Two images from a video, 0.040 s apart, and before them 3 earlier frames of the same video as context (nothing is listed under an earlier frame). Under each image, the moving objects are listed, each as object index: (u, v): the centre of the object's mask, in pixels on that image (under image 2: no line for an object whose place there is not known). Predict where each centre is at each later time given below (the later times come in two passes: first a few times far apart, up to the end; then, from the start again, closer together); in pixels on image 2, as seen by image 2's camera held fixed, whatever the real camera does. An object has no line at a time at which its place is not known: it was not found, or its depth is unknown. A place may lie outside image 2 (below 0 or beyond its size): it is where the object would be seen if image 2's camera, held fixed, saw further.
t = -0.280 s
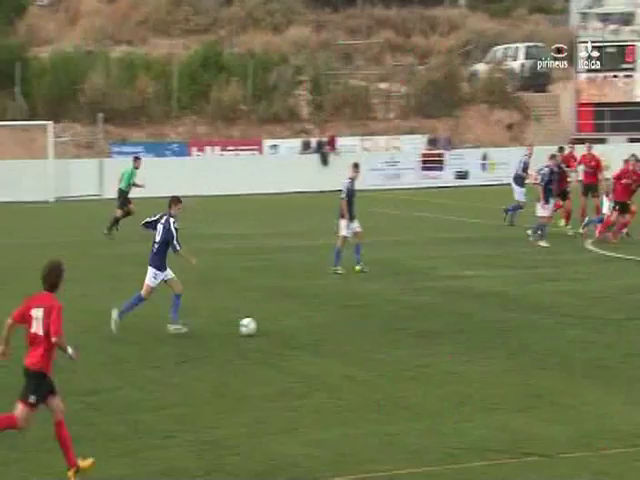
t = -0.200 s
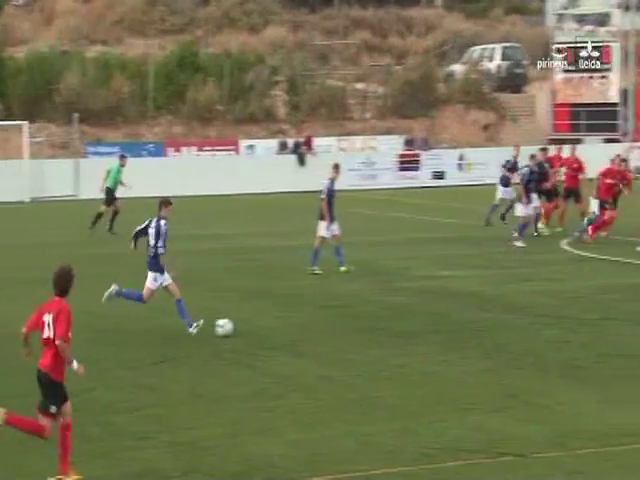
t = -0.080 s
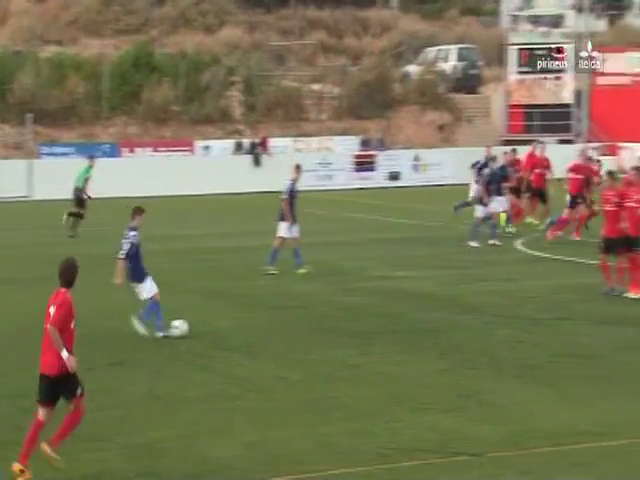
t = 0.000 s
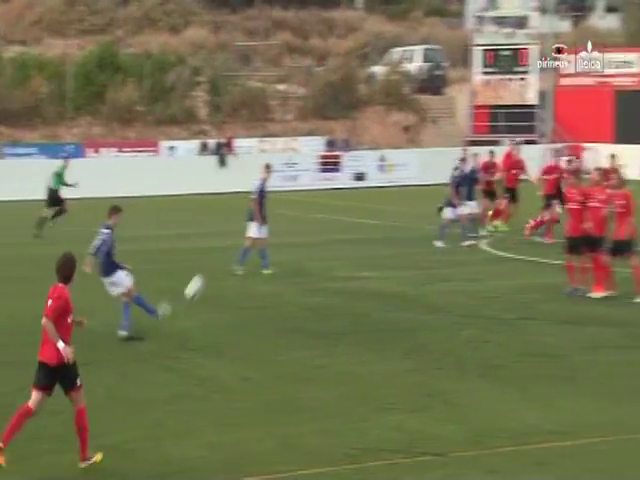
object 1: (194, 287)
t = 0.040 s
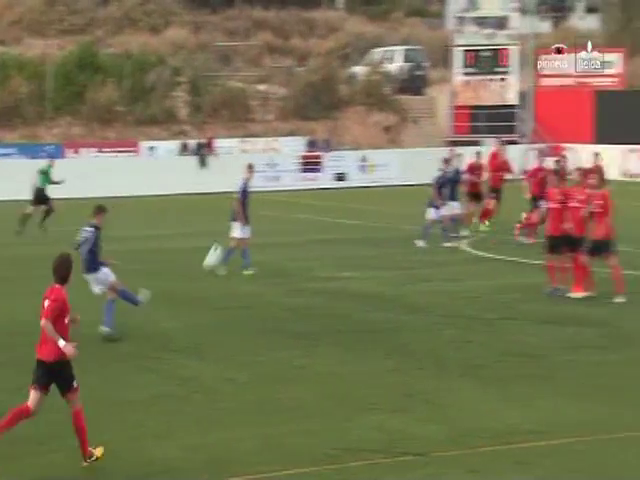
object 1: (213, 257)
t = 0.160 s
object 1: (313, 172)
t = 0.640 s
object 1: (584, -4)
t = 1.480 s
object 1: (802, 1)
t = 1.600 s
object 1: (818, 26)
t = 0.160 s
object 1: (313, 172)
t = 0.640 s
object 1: (584, -4)
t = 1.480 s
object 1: (802, 1)
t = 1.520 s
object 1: (809, 10)
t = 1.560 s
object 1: (813, 18)
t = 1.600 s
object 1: (818, 26)
